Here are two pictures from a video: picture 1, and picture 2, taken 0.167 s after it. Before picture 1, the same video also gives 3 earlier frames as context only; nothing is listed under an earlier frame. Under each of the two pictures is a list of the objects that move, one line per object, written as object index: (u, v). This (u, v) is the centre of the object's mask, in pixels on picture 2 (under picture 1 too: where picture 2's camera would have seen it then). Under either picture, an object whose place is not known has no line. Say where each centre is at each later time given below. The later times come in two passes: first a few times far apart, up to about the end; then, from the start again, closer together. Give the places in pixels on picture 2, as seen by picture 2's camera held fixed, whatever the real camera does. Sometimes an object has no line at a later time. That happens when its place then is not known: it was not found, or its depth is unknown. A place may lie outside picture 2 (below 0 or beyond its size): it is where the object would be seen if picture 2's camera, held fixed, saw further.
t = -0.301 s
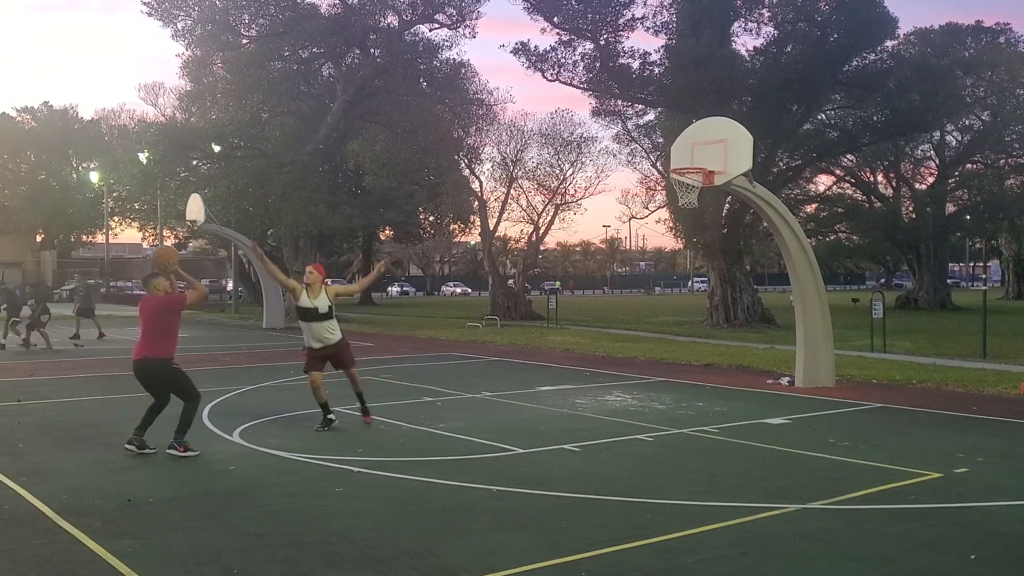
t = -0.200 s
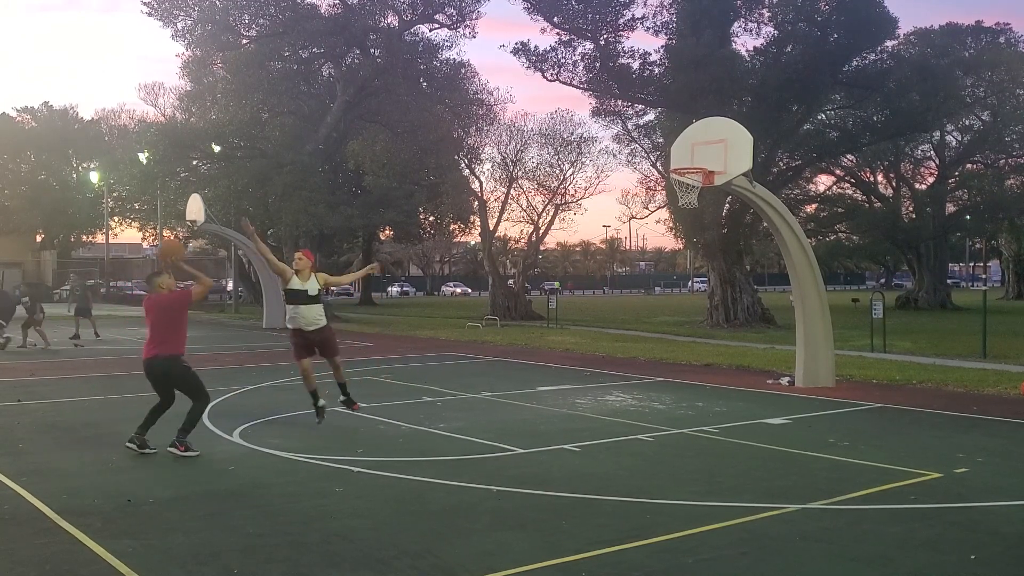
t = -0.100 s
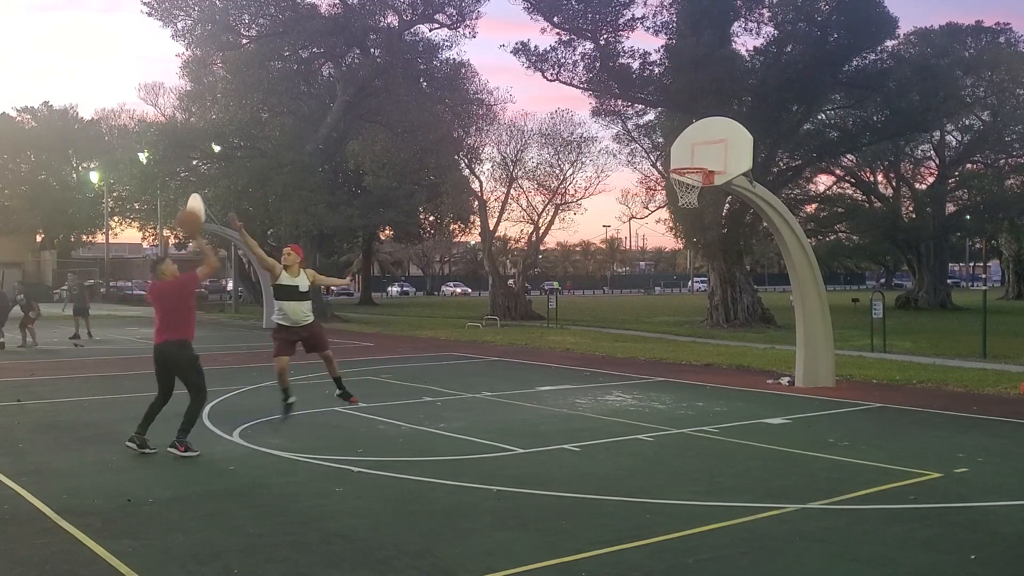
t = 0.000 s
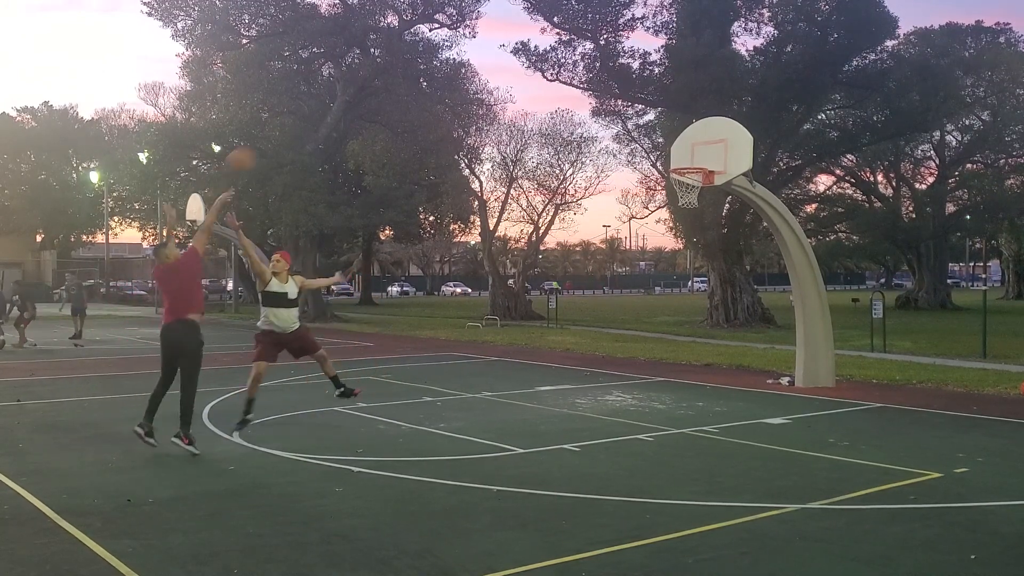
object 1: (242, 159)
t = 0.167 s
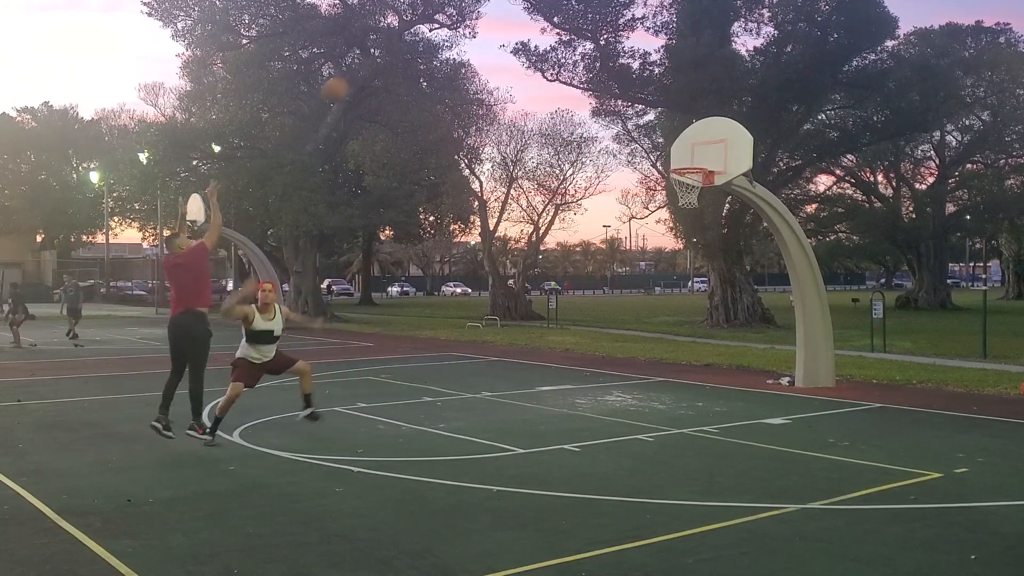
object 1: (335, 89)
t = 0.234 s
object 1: (369, 71)
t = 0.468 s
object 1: (476, 43)
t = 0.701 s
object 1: (565, 63)
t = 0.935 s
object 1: (640, 122)
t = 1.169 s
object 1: (681, 120)
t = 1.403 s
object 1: (694, 74)
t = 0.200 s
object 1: (354, 79)
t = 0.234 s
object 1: (369, 71)
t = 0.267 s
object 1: (387, 63)
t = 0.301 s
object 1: (401, 57)
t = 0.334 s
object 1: (418, 52)
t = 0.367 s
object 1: (431, 49)
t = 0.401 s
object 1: (446, 46)
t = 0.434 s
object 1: (462, 44)
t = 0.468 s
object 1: (476, 43)
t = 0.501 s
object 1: (489, 43)
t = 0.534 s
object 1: (503, 44)
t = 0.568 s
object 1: (516, 47)
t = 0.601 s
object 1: (528, 49)
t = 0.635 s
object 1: (541, 52)
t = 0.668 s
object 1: (553, 57)
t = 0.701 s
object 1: (565, 63)
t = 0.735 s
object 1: (578, 69)
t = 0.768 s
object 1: (588, 76)
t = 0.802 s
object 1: (599, 84)
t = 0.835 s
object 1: (610, 92)
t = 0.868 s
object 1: (621, 101)
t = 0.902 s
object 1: (631, 111)
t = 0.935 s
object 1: (640, 122)
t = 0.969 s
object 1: (651, 133)
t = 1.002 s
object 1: (661, 145)
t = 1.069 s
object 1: (673, 154)
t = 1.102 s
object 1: (675, 142)
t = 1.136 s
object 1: (678, 130)
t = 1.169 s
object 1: (681, 120)
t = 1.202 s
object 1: (682, 111)
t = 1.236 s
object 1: (685, 103)
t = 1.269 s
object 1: (687, 95)
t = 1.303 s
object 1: (689, 89)
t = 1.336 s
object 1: (690, 83)
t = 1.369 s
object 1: (692, 78)
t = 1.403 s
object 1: (694, 74)
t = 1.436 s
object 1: (696, 71)
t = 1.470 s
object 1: (698, 68)
